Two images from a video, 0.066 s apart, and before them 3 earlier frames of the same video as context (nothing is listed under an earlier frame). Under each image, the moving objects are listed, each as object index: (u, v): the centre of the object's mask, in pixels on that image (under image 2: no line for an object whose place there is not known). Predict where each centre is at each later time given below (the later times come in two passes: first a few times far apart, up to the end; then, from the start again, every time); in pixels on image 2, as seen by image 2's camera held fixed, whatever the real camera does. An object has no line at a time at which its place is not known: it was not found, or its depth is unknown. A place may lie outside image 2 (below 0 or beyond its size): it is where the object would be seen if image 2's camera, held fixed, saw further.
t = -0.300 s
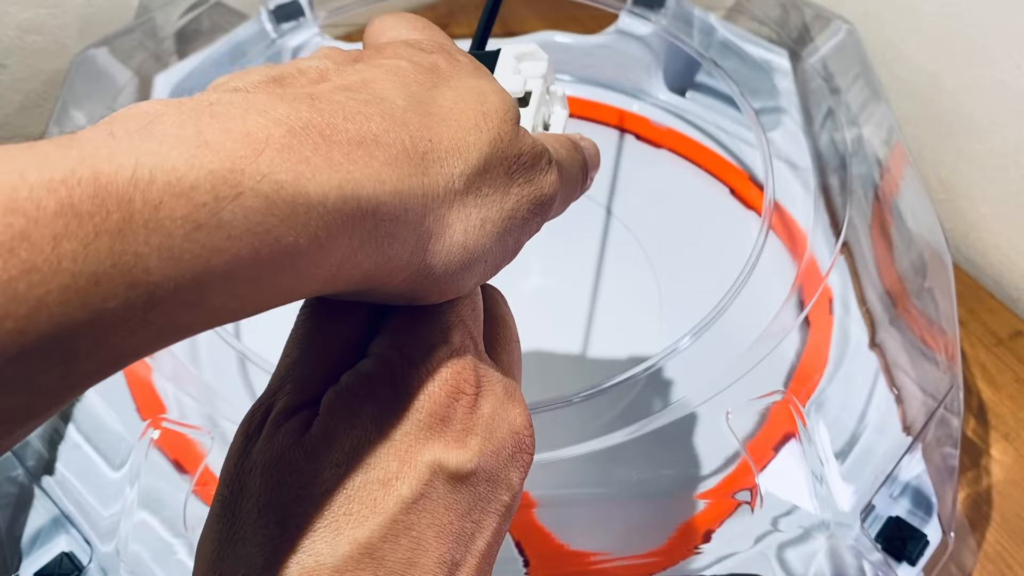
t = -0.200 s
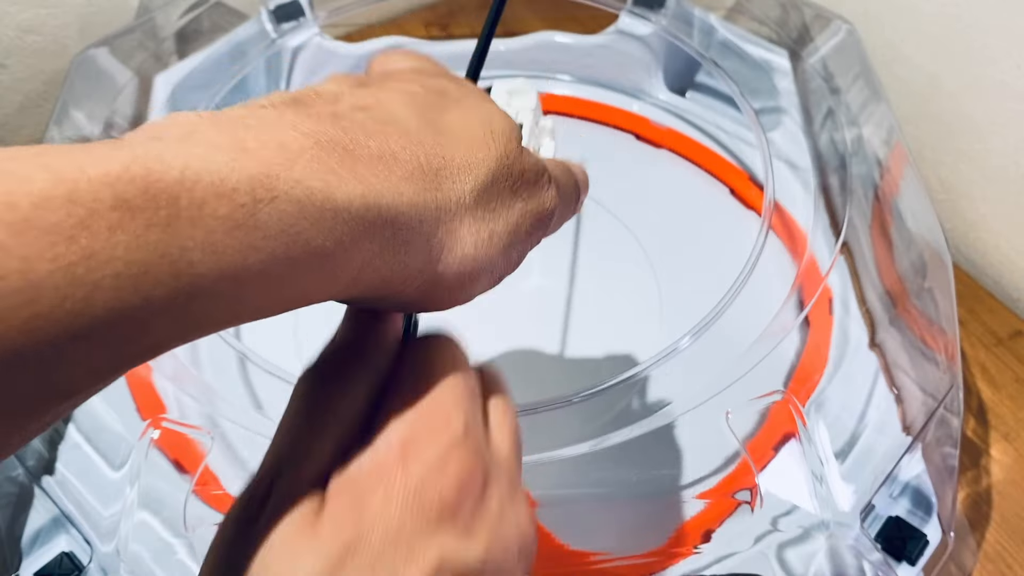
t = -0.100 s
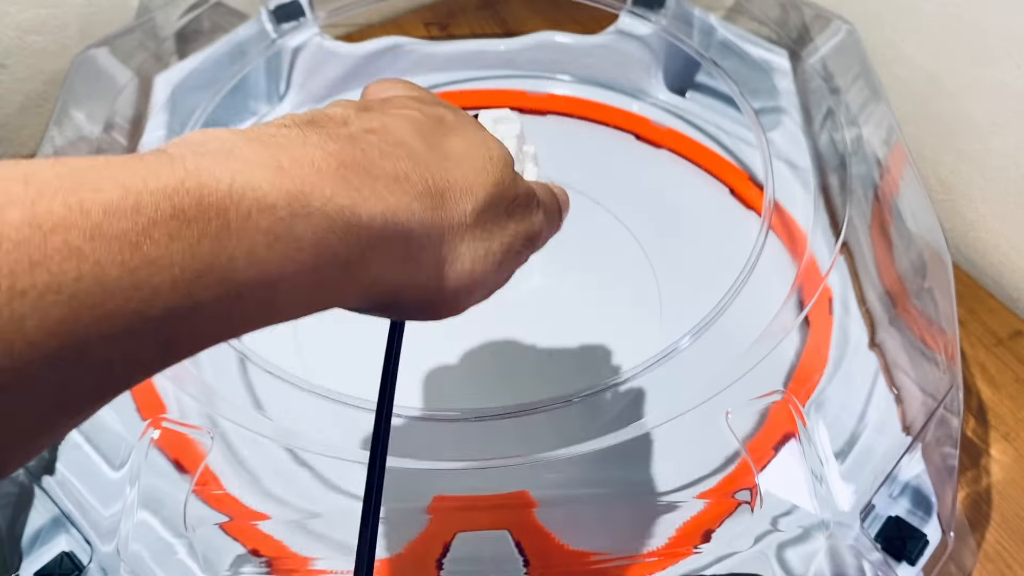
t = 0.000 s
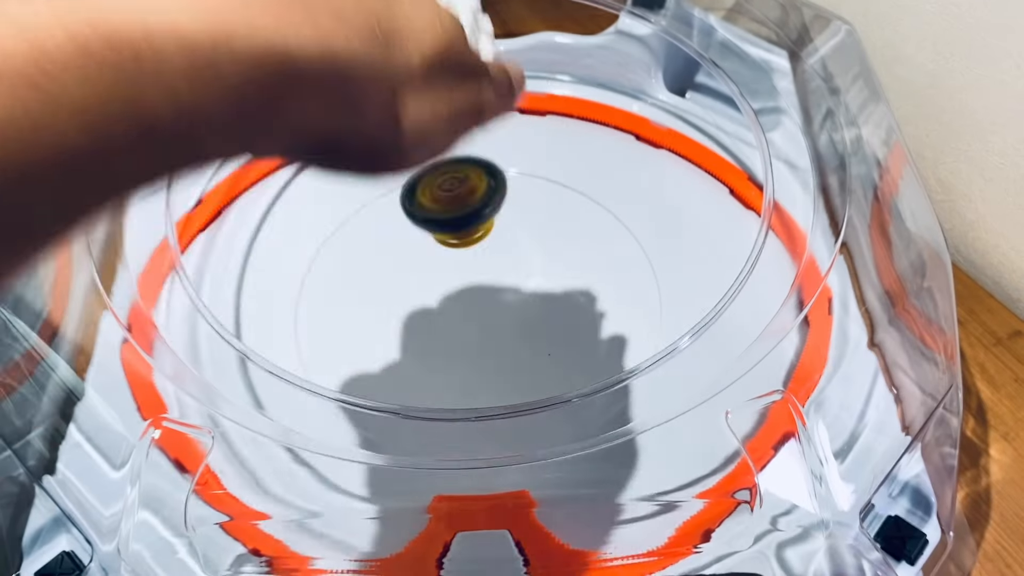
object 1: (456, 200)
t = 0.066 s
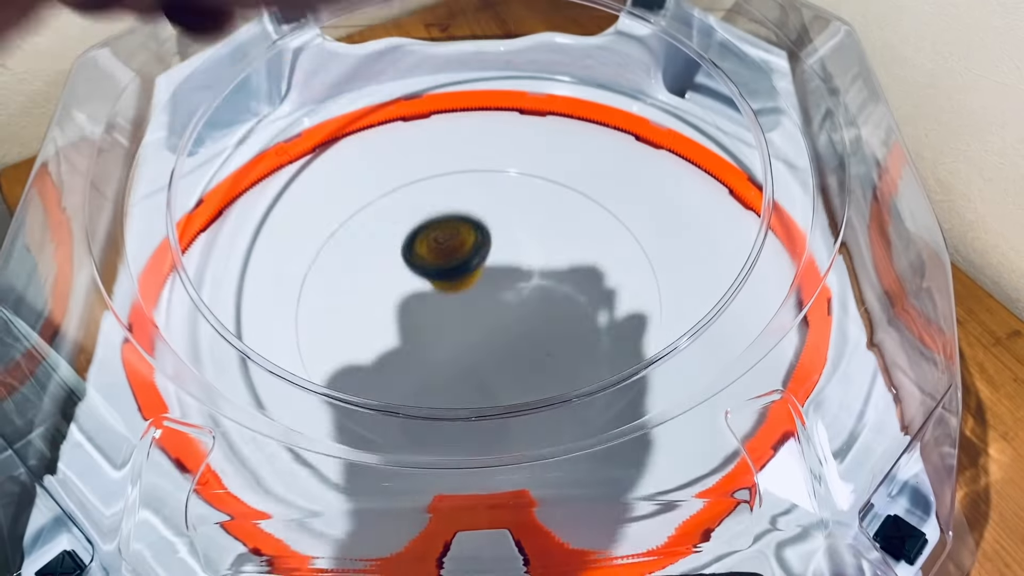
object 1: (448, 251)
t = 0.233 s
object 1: (430, 214)
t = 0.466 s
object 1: (360, 225)
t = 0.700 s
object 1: (260, 313)
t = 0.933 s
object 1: (181, 351)
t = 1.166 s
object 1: (155, 337)
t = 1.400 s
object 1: (164, 314)
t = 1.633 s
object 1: (191, 285)
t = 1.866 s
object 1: (235, 254)
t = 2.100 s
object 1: (295, 236)
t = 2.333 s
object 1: (406, 271)
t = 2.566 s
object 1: (502, 243)
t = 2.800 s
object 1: (489, 200)
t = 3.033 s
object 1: (471, 234)
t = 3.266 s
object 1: (514, 258)
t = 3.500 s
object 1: (546, 263)
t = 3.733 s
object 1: (529, 270)
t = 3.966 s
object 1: (513, 299)
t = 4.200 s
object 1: (531, 322)
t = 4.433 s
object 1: (516, 309)
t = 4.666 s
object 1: (463, 324)
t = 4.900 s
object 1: (440, 334)
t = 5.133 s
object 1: (443, 319)
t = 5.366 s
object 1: (425, 304)
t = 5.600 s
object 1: (424, 293)
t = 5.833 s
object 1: (432, 278)
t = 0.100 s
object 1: (446, 277)
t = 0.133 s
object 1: (441, 247)
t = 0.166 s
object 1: (437, 229)
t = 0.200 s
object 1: (434, 224)
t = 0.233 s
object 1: (430, 214)
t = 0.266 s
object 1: (426, 207)
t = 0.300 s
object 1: (421, 199)
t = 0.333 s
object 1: (415, 198)
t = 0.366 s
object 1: (406, 200)
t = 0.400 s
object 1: (394, 207)
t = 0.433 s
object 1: (379, 215)
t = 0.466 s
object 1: (360, 225)
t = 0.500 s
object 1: (336, 235)
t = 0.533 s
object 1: (311, 246)
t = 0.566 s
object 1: (296, 256)
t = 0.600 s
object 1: (289, 275)
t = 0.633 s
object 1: (280, 290)
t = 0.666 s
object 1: (269, 304)
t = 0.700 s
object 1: (260, 313)
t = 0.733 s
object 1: (254, 318)
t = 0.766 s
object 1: (233, 334)
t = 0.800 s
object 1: (223, 341)
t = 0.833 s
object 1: (214, 343)
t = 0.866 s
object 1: (202, 344)
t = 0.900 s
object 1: (190, 349)
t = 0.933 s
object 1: (181, 351)
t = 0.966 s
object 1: (171, 347)
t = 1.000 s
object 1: (169, 349)
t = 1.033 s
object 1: (165, 348)
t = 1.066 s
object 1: (162, 346)
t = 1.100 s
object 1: (160, 344)
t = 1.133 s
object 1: (157, 340)
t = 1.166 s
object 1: (155, 337)
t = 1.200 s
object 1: (155, 334)
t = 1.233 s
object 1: (155, 331)
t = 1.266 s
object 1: (154, 327)
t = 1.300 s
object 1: (155, 323)
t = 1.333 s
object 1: (156, 321)
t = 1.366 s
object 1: (157, 319)
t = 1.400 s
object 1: (164, 314)
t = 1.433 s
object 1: (168, 311)
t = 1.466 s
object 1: (171, 308)
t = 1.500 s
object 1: (175, 304)
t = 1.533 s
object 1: (180, 300)
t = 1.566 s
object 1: (184, 294)
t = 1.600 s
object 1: (187, 290)
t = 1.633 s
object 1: (191, 285)
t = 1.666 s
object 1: (197, 280)
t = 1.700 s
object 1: (203, 274)
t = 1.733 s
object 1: (209, 269)
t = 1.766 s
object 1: (216, 265)
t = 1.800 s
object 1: (224, 261)
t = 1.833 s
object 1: (228, 257)
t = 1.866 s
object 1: (235, 254)
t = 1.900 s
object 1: (242, 251)
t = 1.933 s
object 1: (250, 247)
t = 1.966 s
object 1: (257, 244)
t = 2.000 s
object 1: (265, 242)
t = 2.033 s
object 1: (275, 241)
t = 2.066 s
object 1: (285, 239)
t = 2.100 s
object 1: (295, 236)
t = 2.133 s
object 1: (305, 234)
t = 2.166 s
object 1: (317, 236)
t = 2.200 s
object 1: (330, 241)
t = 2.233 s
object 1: (346, 248)
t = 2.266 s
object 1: (365, 256)
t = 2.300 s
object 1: (386, 266)
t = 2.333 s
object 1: (406, 271)
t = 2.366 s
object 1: (426, 275)
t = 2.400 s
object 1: (445, 276)
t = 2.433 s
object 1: (462, 275)
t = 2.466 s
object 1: (476, 269)
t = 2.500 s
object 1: (488, 262)
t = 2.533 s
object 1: (497, 253)
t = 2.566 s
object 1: (502, 243)
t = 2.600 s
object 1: (504, 233)
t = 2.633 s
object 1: (505, 225)
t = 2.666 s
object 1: (503, 217)
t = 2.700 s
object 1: (500, 210)
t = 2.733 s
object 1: (497, 205)
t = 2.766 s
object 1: (493, 202)
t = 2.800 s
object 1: (489, 200)
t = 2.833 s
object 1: (485, 201)
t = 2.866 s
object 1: (481, 205)
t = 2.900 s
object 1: (477, 209)
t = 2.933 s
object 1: (474, 215)
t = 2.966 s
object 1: (471, 221)
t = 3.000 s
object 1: (470, 229)
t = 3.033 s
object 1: (471, 234)
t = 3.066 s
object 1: (474, 239)
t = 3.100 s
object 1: (479, 244)
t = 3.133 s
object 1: (484, 248)
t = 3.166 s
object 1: (491, 252)
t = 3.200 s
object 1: (498, 254)
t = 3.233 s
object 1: (506, 257)
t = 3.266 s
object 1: (514, 258)
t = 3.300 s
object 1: (522, 260)
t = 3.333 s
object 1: (529, 261)
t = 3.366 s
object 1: (534, 262)
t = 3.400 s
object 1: (537, 263)
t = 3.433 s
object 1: (541, 263)
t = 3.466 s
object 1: (544, 262)
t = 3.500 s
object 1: (546, 263)
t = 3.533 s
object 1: (546, 264)
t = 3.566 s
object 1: (545, 264)
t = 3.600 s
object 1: (543, 264)
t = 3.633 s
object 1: (540, 265)
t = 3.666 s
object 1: (537, 266)
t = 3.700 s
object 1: (533, 268)
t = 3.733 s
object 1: (529, 270)
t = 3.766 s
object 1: (526, 272)
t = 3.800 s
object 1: (522, 277)
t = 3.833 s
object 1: (520, 281)
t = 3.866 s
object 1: (518, 285)
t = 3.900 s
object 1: (515, 290)
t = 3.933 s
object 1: (514, 295)
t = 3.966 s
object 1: (513, 299)
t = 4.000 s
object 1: (513, 304)
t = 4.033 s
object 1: (515, 308)
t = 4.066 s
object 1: (517, 312)
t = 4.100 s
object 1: (521, 315)
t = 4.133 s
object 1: (525, 319)
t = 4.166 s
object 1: (528, 322)
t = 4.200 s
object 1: (531, 322)
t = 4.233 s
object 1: (531, 322)
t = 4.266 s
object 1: (531, 321)
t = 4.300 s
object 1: (530, 319)
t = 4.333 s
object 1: (528, 316)
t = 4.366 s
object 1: (525, 312)
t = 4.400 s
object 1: (521, 310)
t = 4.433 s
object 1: (516, 309)
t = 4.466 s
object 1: (511, 310)
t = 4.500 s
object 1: (504, 312)
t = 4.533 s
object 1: (496, 314)
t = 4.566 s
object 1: (487, 316)
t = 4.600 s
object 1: (479, 318)
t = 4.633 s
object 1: (471, 321)
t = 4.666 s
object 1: (463, 324)
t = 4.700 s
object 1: (456, 326)
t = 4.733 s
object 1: (451, 329)
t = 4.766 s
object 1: (446, 332)
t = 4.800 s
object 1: (443, 334)
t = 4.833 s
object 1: (441, 335)
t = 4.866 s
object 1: (440, 335)
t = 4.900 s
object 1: (440, 334)
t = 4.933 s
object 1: (441, 332)
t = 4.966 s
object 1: (442, 330)
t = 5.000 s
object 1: (443, 327)
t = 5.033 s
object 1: (444, 325)
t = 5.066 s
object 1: (445, 323)
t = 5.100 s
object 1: (444, 321)
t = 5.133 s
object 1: (443, 319)
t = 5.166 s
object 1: (442, 318)
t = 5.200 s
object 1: (439, 316)
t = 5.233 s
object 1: (436, 314)
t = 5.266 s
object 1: (433, 312)
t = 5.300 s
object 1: (430, 309)
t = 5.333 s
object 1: (427, 307)
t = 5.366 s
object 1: (425, 304)
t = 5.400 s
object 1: (423, 302)
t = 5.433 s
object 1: (422, 301)
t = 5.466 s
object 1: (421, 299)
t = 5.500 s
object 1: (421, 298)
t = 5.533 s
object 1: (421, 296)
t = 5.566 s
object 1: (423, 295)
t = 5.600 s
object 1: (424, 293)
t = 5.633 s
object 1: (426, 291)
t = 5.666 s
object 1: (427, 289)
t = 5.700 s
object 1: (429, 287)
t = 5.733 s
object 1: (430, 286)
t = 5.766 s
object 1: (432, 283)
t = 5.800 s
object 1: (432, 281)
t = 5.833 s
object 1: (432, 278)
